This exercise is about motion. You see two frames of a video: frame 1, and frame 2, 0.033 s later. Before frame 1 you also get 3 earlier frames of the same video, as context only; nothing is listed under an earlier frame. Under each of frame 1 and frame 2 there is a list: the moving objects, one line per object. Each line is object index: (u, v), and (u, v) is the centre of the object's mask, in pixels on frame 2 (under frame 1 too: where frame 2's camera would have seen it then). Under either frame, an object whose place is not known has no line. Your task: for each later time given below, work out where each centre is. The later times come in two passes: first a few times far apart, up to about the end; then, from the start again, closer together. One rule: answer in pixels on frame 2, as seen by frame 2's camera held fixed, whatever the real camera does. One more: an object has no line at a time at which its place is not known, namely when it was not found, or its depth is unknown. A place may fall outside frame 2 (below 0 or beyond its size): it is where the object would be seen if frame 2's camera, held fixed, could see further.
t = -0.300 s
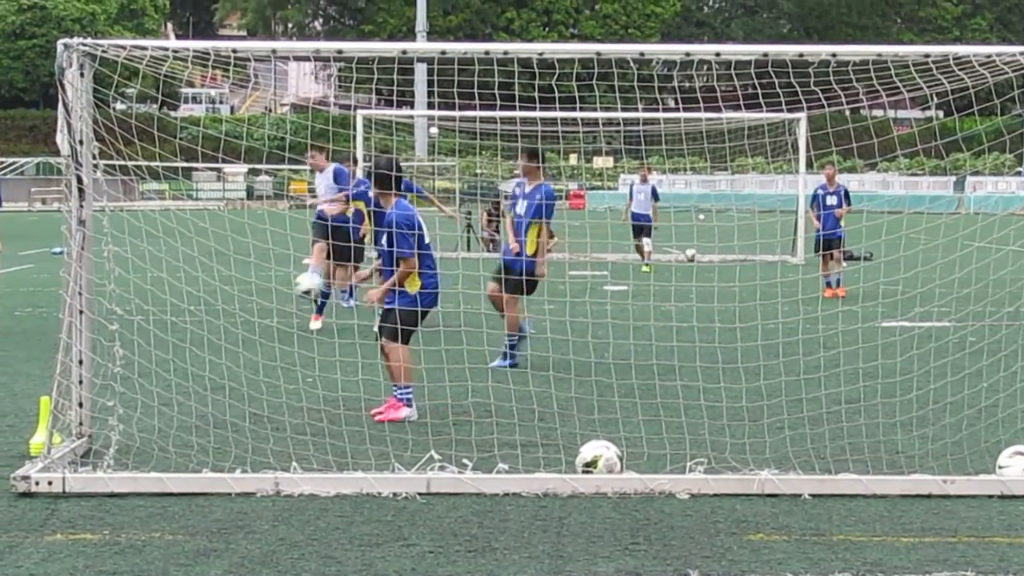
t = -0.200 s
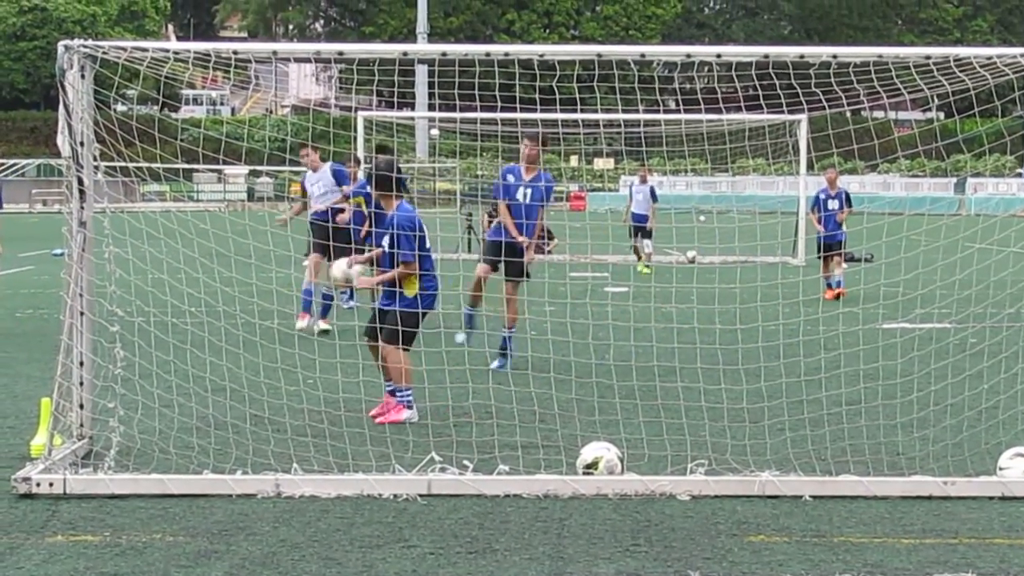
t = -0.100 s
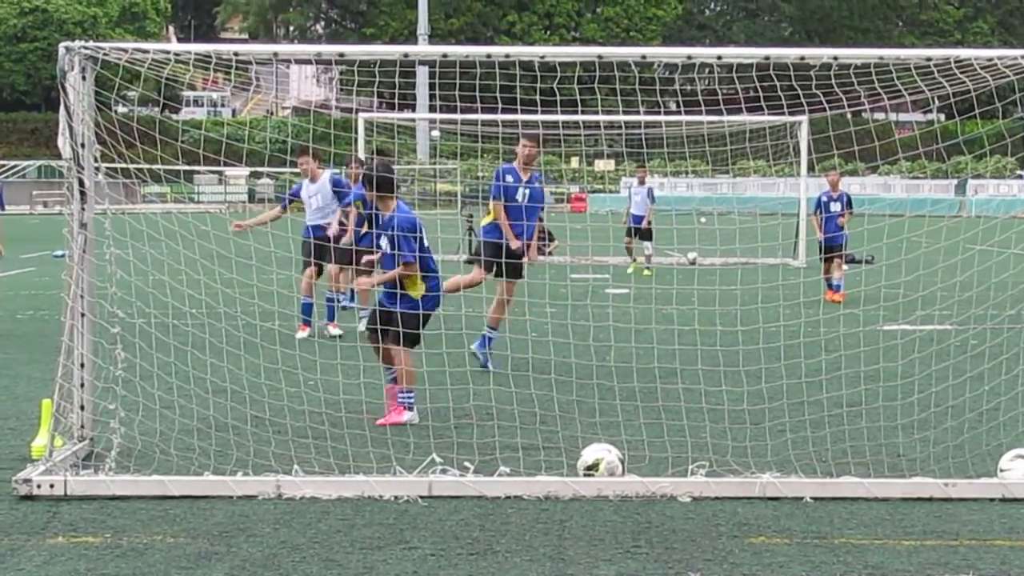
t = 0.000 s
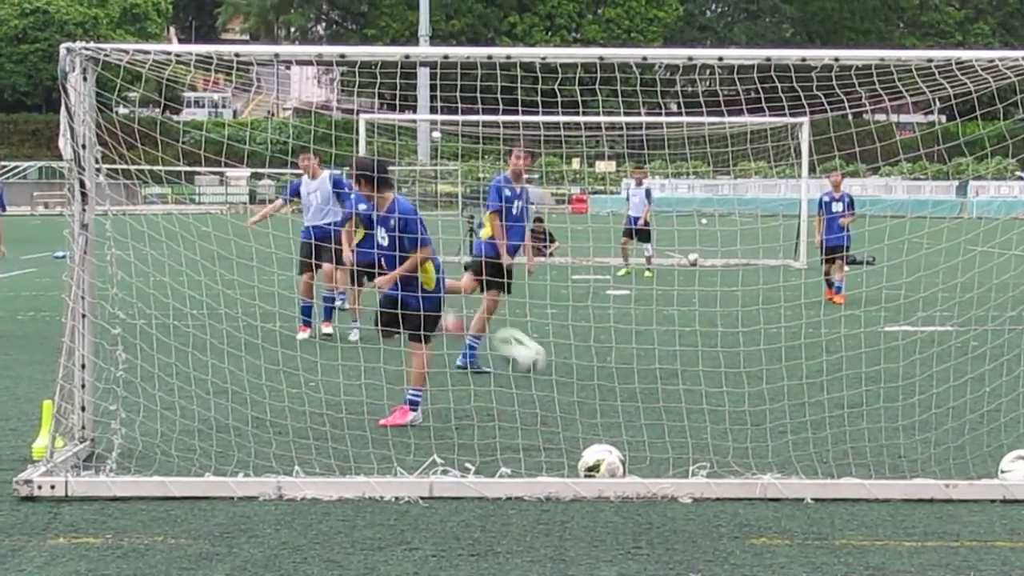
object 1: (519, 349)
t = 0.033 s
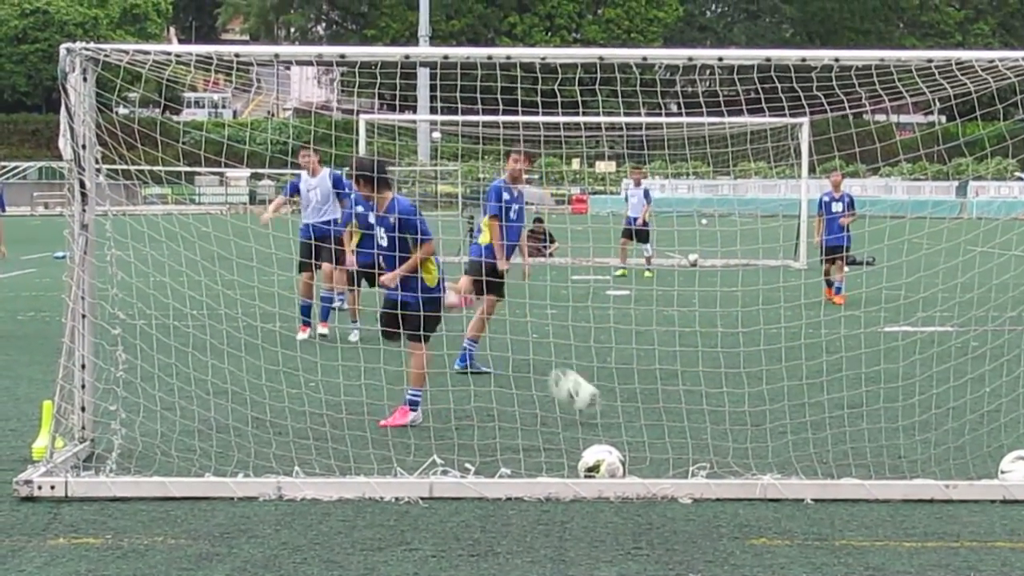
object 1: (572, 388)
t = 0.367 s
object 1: (833, 174)
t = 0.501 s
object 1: (924, 133)
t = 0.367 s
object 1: (833, 174)
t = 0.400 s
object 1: (856, 163)
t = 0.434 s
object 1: (879, 150)
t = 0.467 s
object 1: (901, 141)
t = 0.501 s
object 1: (924, 133)
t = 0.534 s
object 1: (948, 126)
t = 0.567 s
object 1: (970, 122)
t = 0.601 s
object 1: (993, 119)
